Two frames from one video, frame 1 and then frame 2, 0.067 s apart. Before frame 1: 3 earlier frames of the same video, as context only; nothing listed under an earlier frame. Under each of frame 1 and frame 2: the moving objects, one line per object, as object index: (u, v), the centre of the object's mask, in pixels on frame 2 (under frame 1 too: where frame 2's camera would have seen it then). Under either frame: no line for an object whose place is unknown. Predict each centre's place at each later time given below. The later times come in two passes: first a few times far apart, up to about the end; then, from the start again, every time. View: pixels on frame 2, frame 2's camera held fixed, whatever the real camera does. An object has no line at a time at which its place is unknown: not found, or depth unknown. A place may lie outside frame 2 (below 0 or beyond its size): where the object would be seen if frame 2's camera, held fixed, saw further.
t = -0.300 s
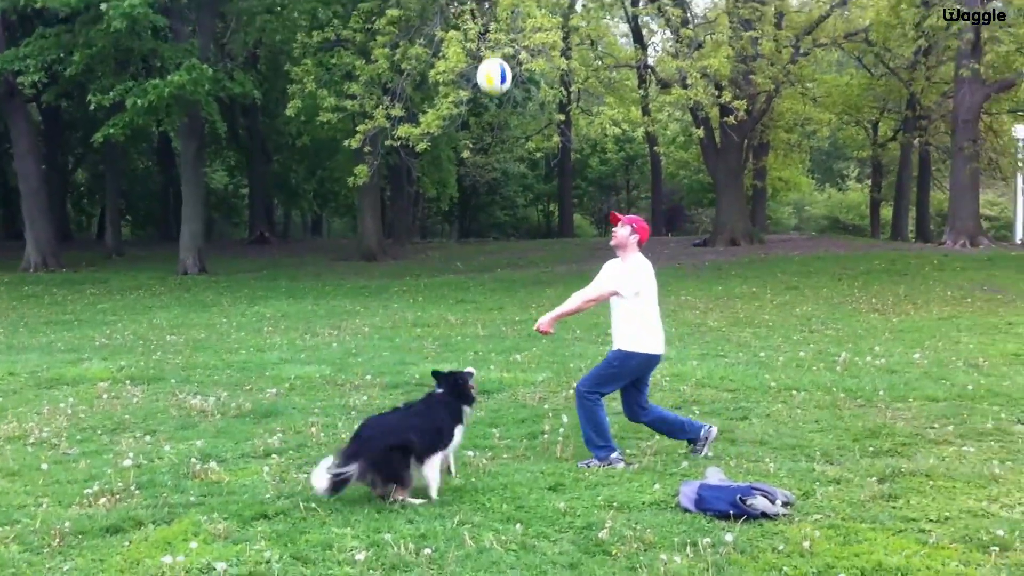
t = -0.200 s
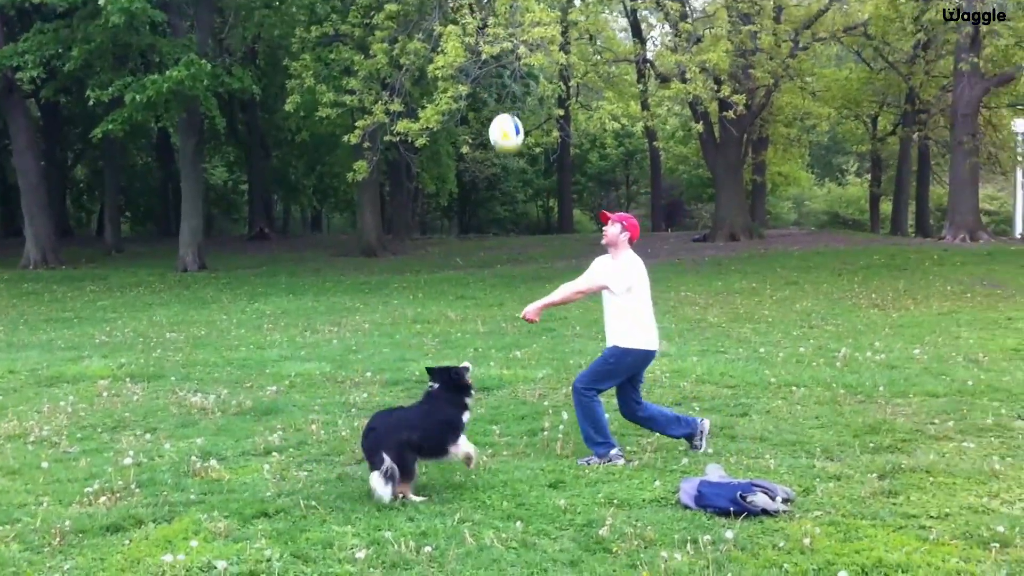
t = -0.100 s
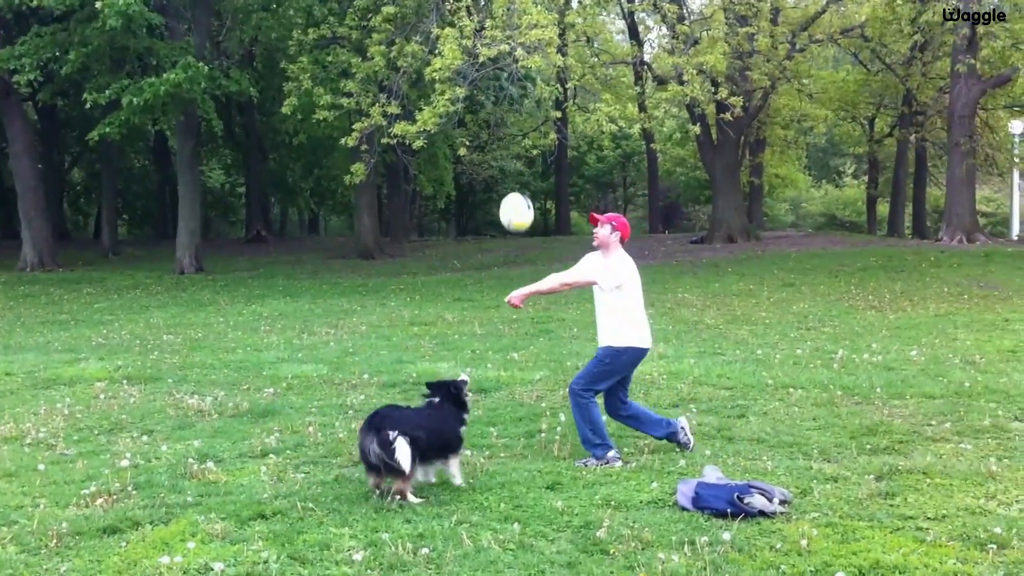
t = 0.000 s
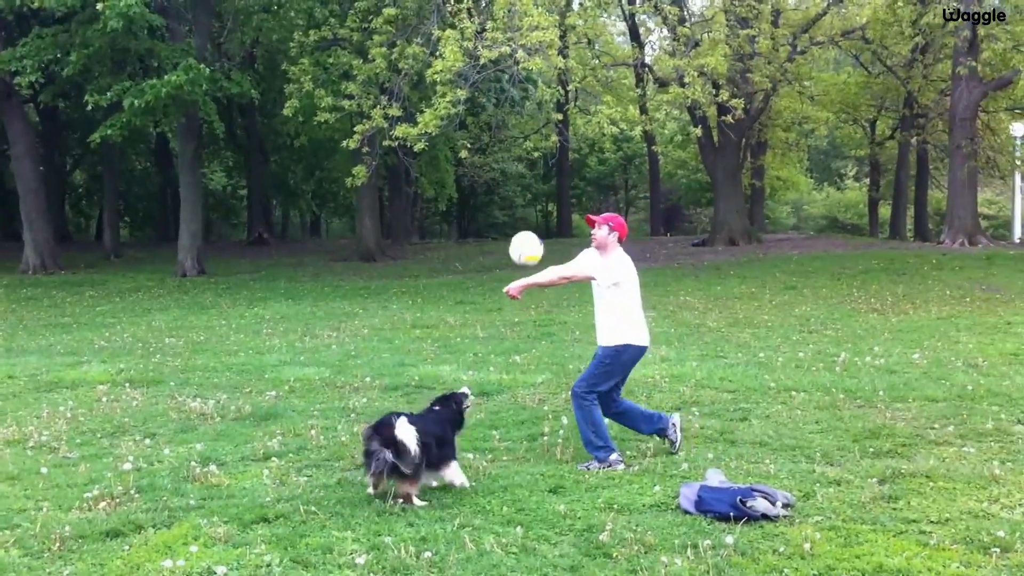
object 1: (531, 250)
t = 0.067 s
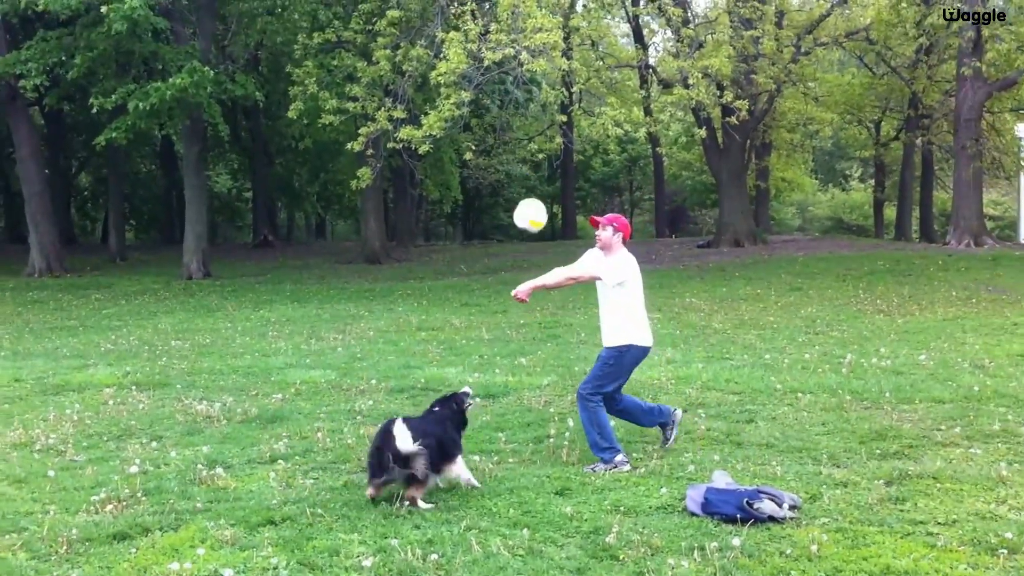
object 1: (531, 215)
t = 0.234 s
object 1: (529, 156)
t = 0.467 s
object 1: (528, 144)
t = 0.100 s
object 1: (531, 200)
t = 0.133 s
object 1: (531, 186)
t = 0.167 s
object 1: (530, 175)
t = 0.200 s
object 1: (530, 165)
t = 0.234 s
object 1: (529, 156)
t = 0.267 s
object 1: (529, 149)
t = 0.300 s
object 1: (529, 144)
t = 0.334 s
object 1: (529, 141)
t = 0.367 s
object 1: (529, 139)
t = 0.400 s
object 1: (528, 139)
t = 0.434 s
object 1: (528, 140)
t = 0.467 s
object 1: (528, 144)
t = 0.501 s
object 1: (527, 149)
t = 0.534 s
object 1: (526, 156)
